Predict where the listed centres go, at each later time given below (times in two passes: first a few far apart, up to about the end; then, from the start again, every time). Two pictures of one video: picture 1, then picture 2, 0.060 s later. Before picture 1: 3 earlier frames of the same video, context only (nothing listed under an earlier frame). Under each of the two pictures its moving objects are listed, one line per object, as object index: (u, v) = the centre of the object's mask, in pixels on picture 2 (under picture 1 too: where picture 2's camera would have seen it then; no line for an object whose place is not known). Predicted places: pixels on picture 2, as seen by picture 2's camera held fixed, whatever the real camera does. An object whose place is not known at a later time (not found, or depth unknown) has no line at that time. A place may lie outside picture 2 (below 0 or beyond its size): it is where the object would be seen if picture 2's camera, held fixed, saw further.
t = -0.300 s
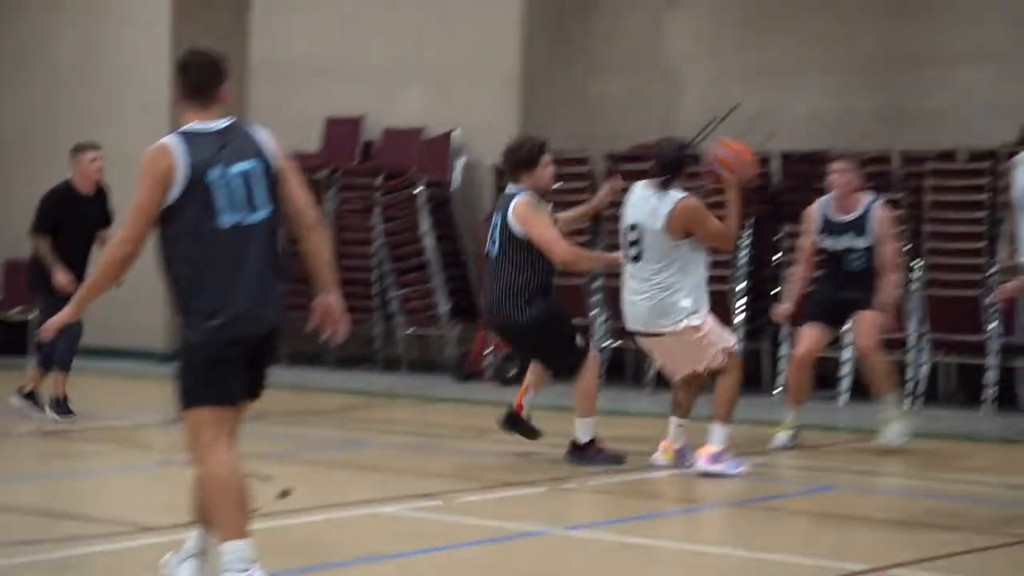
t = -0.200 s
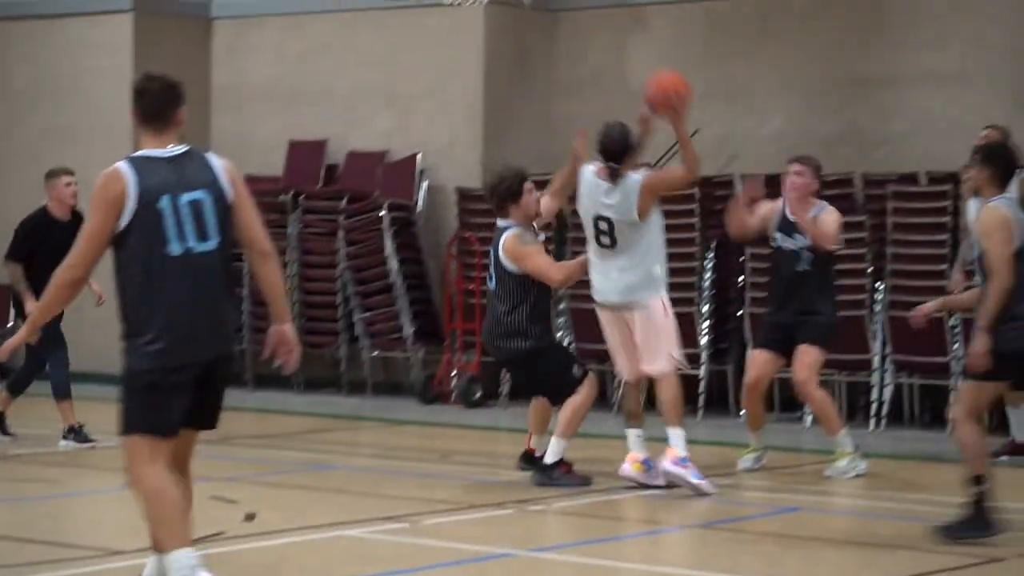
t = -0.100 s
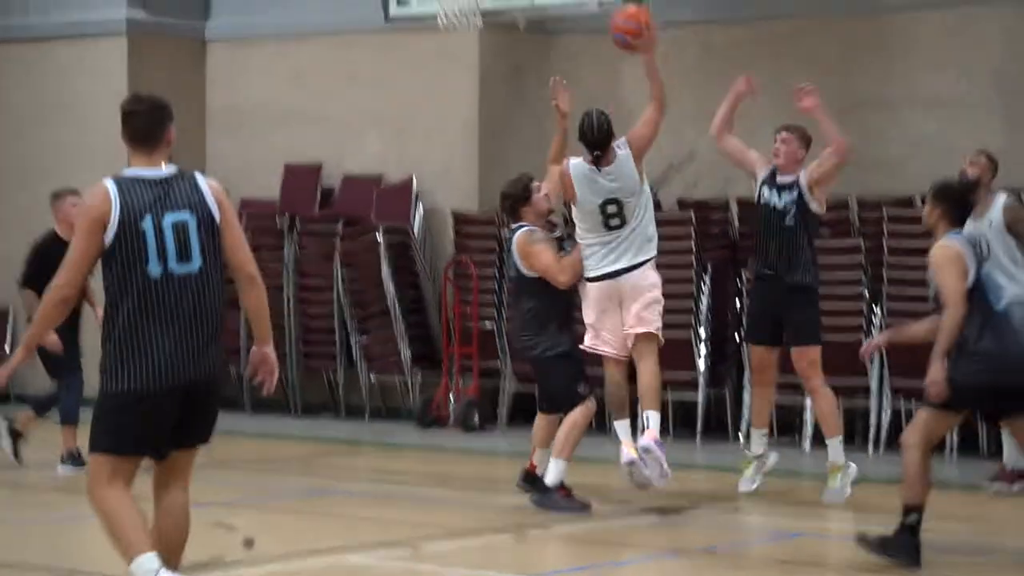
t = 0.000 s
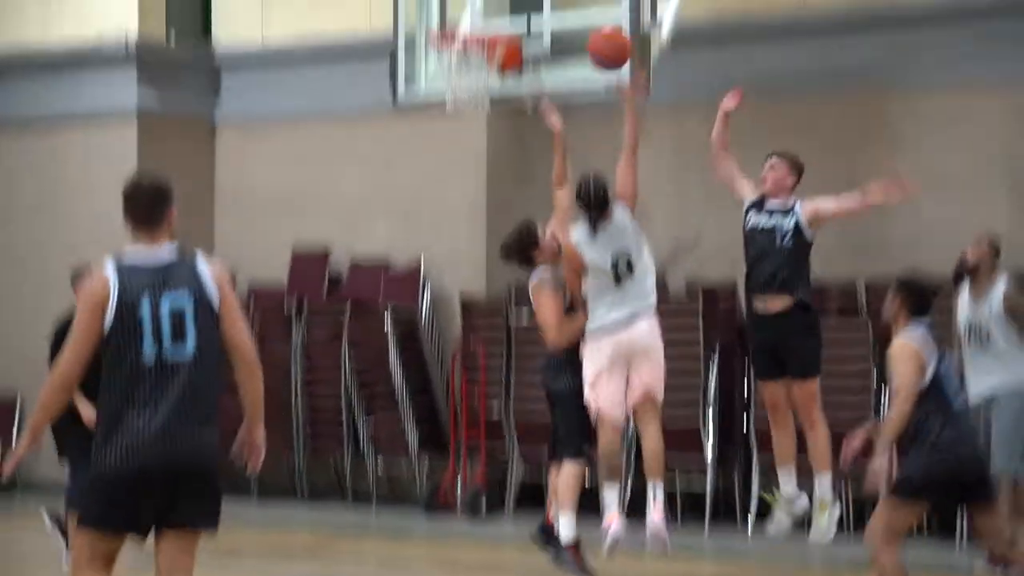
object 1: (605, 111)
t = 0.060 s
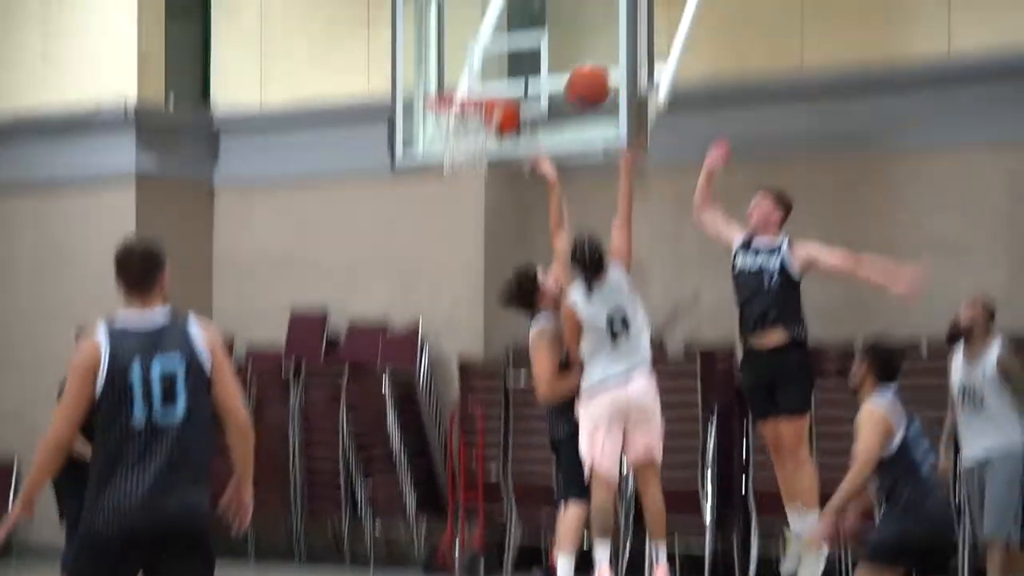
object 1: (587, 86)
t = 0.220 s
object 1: (544, 58)
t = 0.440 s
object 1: (474, 81)
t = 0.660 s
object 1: (451, 70)
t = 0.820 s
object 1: (464, 77)
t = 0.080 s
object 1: (582, 78)
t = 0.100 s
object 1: (578, 72)
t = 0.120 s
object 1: (573, 67)
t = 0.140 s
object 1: (567, 61)
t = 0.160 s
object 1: (560, 59)
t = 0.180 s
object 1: (555, 56)
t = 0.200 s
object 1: (549, 56)
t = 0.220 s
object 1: (544, 58)
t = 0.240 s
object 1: (538, 54)
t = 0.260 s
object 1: (532, 60)
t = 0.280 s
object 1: (527, 61)
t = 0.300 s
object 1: (522, 63)
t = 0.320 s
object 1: (519, 65)
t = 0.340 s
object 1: (513, 68)
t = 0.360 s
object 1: (508, 71)
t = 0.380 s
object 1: (499, 72)
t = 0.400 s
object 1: (492, 75)
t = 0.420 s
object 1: (483, 78)
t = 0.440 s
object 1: (474, 81)
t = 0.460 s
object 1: (465, 83)
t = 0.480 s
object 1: (457, 86)
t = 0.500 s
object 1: (452, 87)
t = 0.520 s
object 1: (447, 86)
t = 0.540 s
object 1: (443, 85)
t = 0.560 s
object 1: (442, 84)
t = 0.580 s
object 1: (444, 81)
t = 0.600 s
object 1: (446, 78)
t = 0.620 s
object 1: (447, 75)
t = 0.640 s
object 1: (449, 73)
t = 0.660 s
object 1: (451, 70)
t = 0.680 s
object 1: (452, 69)
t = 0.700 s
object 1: (454, 68)
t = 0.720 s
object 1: (456, 68)
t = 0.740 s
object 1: (457, 68)
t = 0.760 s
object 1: (459, 69)
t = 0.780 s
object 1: (460, 71)
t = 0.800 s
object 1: (462, 74)
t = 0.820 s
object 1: (464, 77)
